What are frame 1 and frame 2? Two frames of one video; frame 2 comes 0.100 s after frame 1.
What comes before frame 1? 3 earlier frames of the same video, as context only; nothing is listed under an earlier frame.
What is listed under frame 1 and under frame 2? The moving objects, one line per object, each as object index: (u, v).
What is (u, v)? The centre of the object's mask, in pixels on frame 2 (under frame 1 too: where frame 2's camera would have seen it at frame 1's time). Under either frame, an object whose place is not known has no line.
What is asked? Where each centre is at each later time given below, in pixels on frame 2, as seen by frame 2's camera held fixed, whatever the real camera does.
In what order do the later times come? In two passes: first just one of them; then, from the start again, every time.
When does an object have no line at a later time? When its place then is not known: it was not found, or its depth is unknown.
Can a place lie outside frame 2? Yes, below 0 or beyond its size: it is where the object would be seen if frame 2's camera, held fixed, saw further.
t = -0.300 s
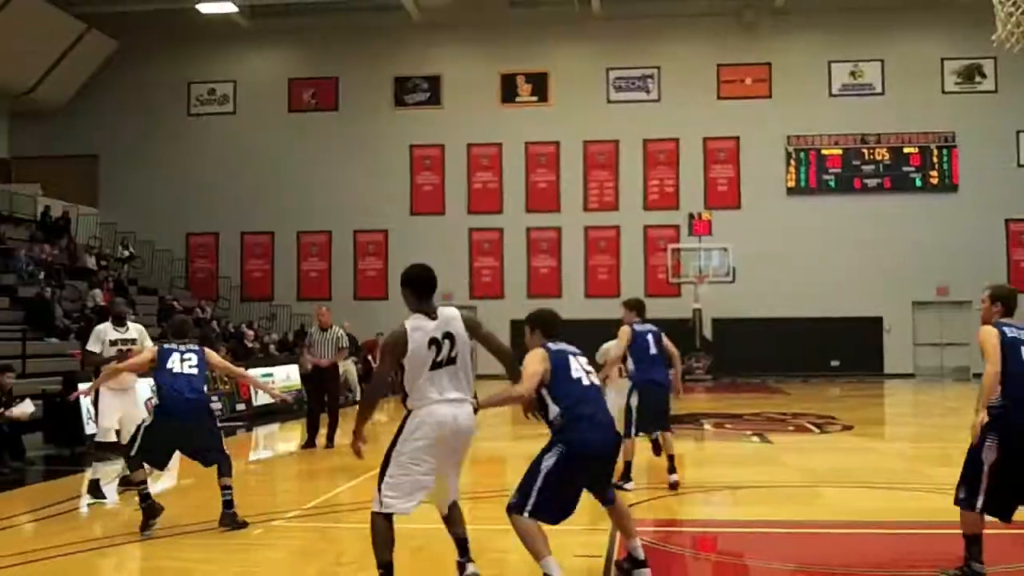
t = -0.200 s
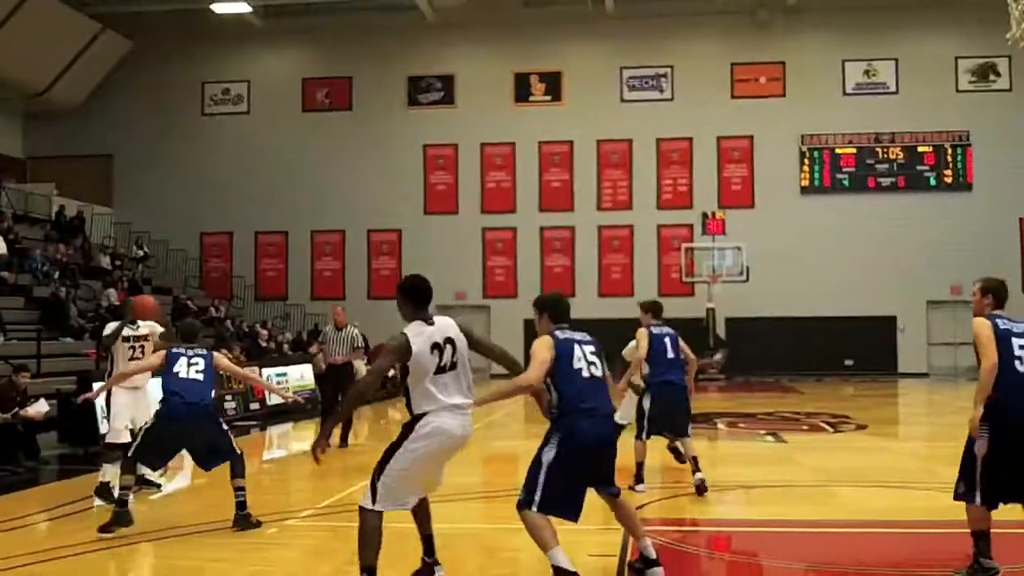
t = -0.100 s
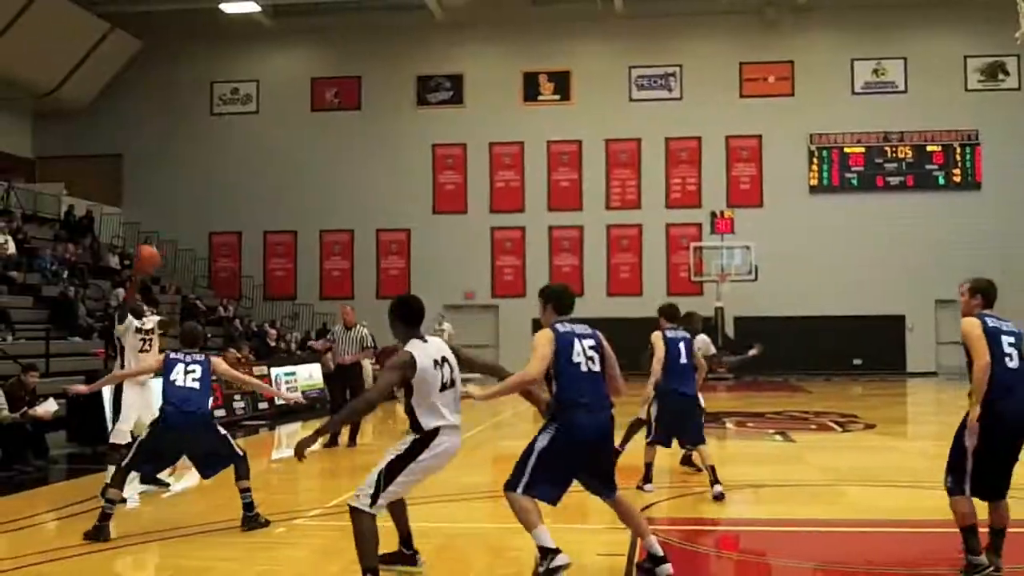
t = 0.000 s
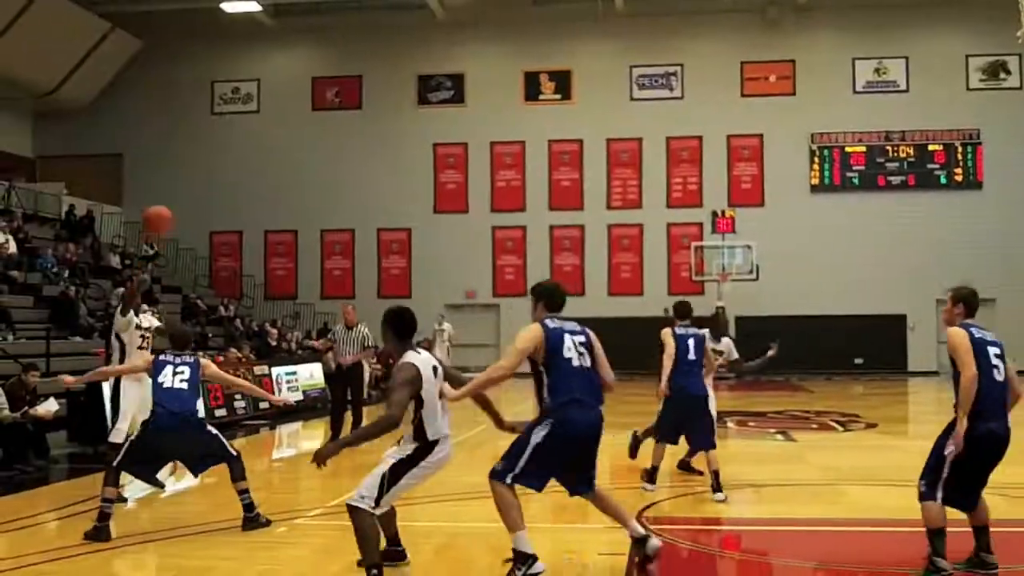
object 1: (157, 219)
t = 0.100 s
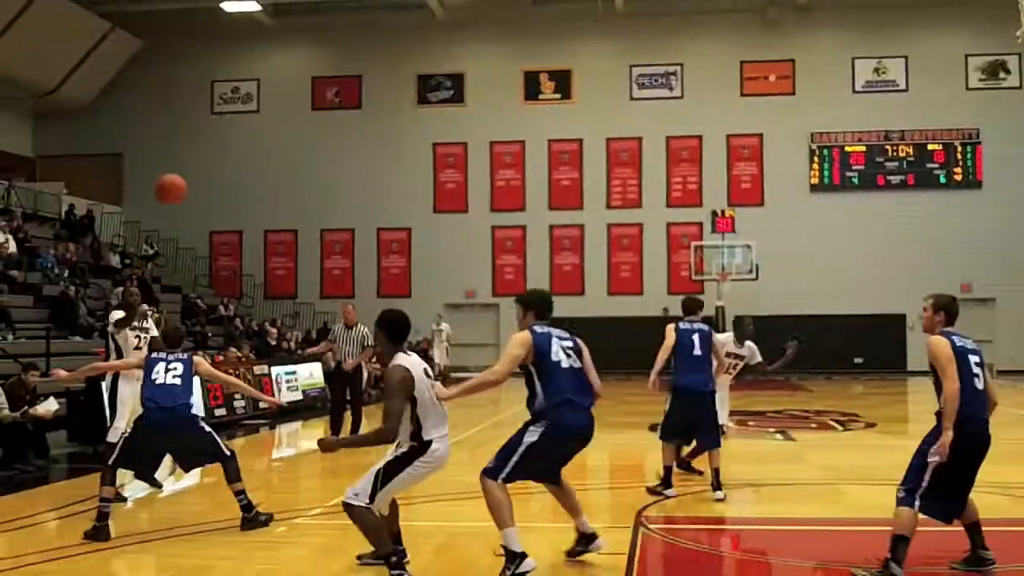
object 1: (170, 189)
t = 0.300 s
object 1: (204, 155)
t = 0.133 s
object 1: (174, 181)
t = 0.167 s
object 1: (180, 173)
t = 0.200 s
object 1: (186, 167)
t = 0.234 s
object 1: (192, 162)
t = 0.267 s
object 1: (198, 157)
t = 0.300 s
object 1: (204, 155)
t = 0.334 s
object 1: (211, 155)
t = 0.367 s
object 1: (219, 156)
